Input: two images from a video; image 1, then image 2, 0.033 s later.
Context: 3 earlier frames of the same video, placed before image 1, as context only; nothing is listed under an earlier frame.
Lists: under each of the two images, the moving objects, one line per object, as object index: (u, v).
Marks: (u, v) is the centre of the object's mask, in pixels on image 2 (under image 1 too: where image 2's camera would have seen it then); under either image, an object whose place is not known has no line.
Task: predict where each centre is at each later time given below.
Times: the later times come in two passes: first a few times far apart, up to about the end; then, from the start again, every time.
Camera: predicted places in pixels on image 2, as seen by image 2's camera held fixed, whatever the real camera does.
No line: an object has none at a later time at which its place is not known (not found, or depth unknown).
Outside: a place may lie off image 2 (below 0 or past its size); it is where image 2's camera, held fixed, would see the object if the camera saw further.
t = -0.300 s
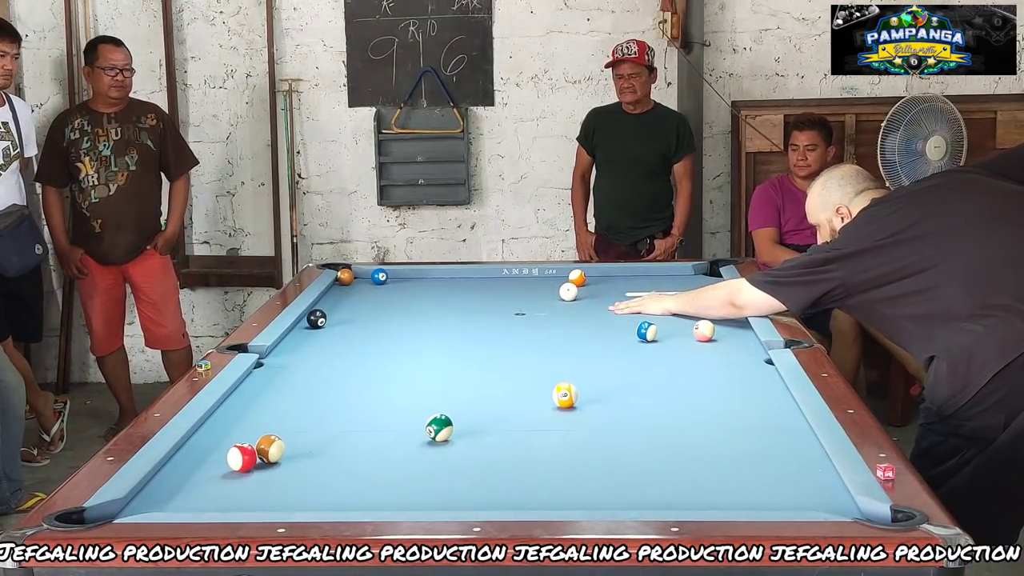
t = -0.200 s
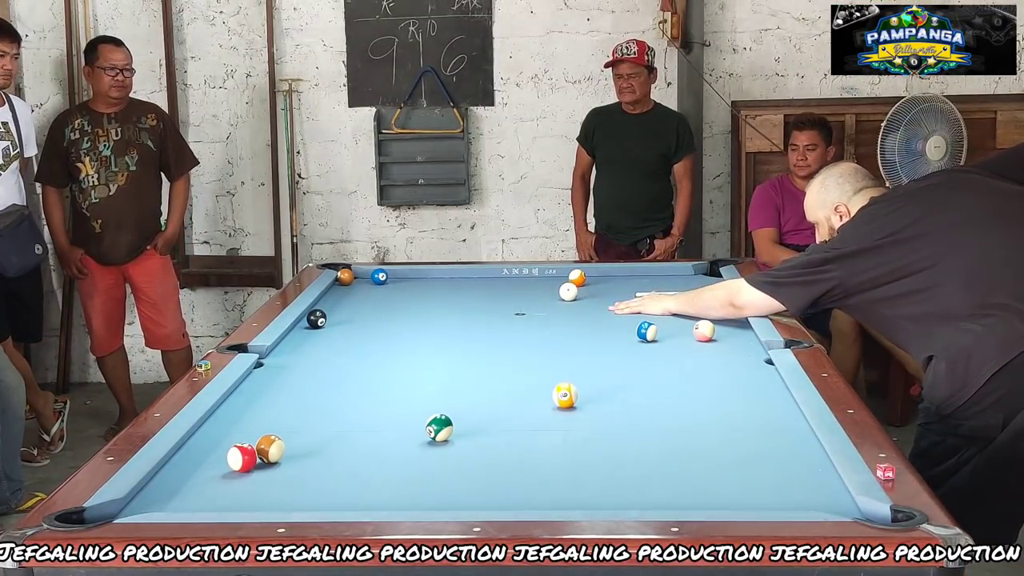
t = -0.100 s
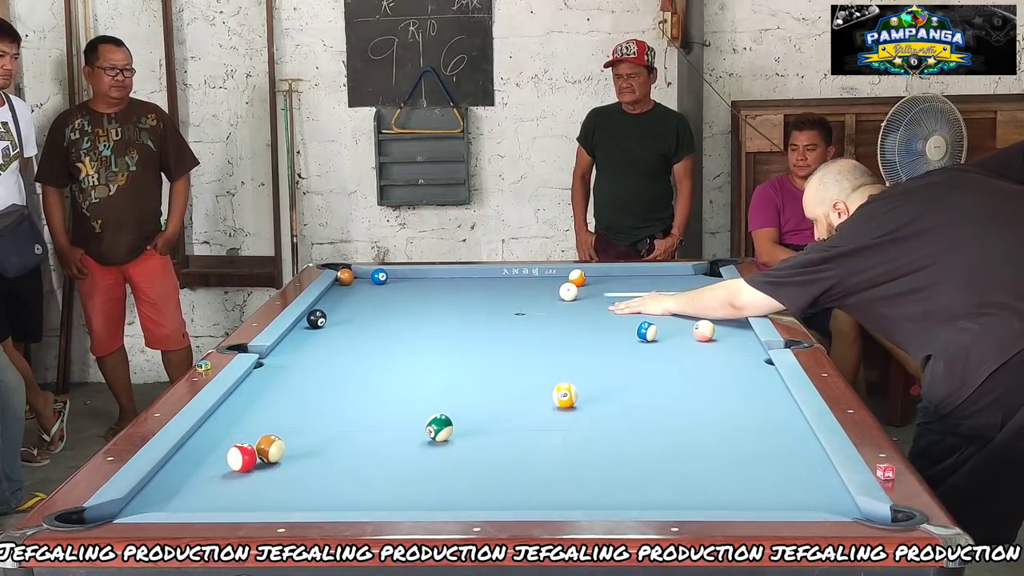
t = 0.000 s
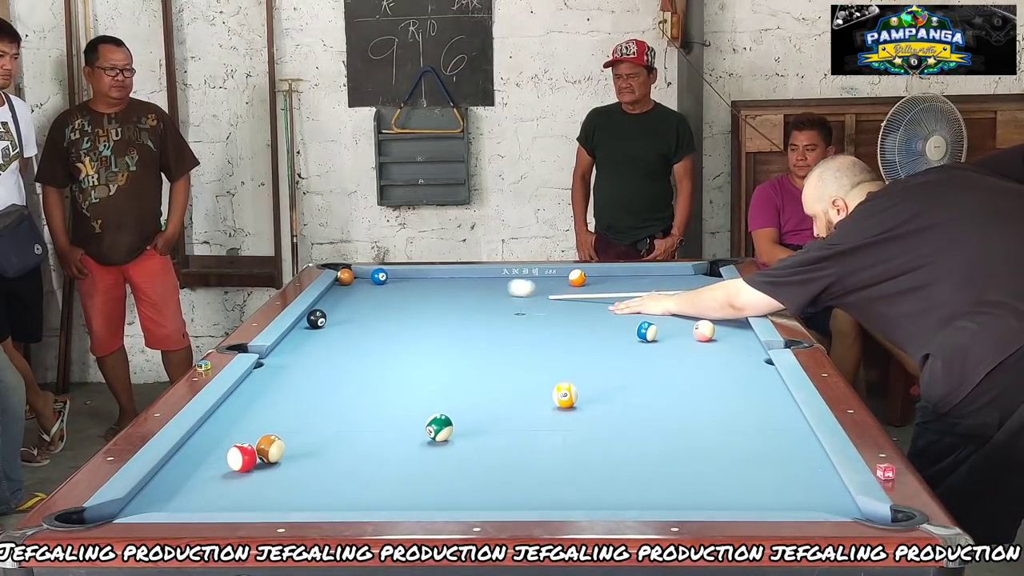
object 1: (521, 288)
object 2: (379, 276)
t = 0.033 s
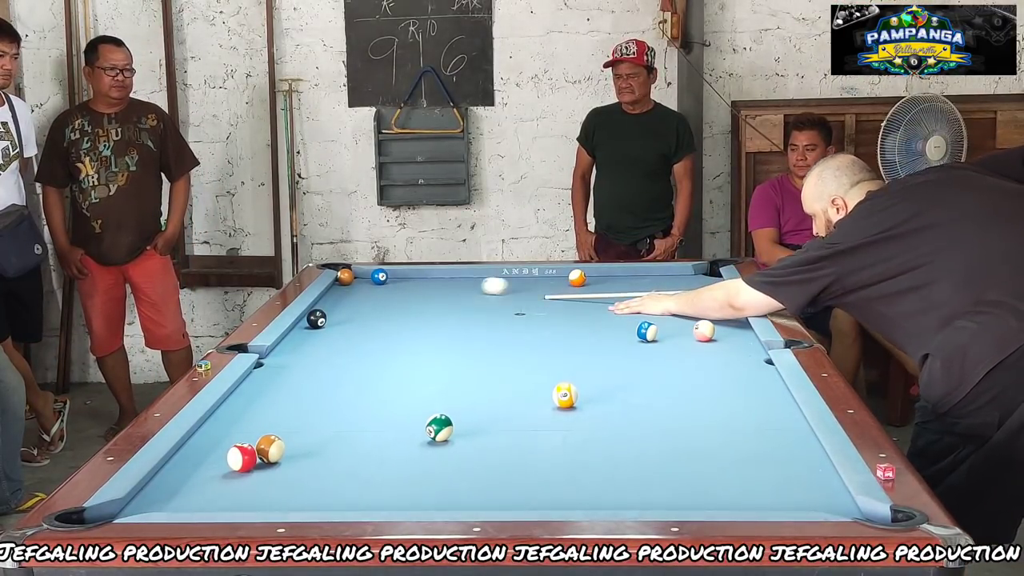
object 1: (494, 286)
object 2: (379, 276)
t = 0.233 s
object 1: (388, 279)
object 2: (358, 272)
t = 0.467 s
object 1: (375, 281)
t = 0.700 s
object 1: (364, 284)
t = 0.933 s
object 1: (353, 286)
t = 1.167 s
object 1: (343, 288)
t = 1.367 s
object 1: (335, 290)
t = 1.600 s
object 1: (334, 291)
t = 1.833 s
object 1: (336, 292)
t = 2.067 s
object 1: (337, 293)
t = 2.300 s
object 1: (337, 294)
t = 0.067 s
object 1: (469, 284)
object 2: (379, 276)
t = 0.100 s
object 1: (445, 282)
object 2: (379, 276)
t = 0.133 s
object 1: (423, 280)
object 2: (379, 276)
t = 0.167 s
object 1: (401, 279)
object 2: (379, 276)
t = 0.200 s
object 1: (390, 278)
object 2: (372, 275)
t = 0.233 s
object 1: (388, 279)
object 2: (358, 272)
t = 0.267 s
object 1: (386, 279)
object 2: (340, 266)
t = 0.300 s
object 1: (384, 279)
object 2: (328, 266)
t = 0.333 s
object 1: (382, 280)
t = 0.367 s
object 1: (380, 280)
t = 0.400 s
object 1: (379, 280)
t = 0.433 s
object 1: (377, 281)
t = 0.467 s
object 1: (375, 281)
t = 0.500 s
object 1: (373, 282)
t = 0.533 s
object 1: (372, 282)
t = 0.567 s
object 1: (370, 282)
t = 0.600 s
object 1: (368, 283)
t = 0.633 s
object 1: (367, 283)
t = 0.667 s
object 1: (365, 284)
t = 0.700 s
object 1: (364, 284)
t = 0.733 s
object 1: (362, 284)
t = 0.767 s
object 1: (360, 285)
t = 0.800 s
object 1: (359, 285)
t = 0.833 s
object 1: (357, 285)
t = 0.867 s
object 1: (356, 286)
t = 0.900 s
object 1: (355, 286)
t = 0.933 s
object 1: (353, 286)
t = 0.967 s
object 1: (351, 286)
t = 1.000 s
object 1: (350, 287)
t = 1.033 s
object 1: (349, 287)
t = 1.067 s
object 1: (347, 287)
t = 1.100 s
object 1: (346, 288)
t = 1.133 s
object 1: (345, 288)
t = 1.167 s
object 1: (343, 288)
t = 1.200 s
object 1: (342, 288)
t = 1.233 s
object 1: (341, 288)
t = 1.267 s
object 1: (339, 289)
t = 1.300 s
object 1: (338, 289)
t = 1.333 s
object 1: (337, 289)
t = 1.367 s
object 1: (335, 290)
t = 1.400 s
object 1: (334, 290)
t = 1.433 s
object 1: (333, 290)
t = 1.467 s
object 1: (333, 290)
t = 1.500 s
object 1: (333, 291)
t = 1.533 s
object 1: (334, 291)
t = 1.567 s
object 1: (334, 291)
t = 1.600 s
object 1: (334, 291)
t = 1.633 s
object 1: (335, 291)
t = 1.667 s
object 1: (335, 291)
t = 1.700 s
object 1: (335, 291)
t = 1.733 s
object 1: (336, 292)
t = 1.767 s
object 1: (336, 292)
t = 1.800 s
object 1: (336, 292)
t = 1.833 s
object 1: (336, 292)
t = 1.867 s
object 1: (336, 292)
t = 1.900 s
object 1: (336, 292)
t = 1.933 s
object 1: (337, 292)
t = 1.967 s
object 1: (337, 292)
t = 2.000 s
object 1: (337, 293)
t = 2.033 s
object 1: (337, 293)
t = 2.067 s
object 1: (337, 293)
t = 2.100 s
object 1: (338, 293)
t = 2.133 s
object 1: (338, 293)
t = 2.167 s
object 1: (338, 293)
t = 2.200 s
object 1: (337, 293)
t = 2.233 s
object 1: (337, 293)
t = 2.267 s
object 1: (337, 294)
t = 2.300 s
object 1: (337, 294)
